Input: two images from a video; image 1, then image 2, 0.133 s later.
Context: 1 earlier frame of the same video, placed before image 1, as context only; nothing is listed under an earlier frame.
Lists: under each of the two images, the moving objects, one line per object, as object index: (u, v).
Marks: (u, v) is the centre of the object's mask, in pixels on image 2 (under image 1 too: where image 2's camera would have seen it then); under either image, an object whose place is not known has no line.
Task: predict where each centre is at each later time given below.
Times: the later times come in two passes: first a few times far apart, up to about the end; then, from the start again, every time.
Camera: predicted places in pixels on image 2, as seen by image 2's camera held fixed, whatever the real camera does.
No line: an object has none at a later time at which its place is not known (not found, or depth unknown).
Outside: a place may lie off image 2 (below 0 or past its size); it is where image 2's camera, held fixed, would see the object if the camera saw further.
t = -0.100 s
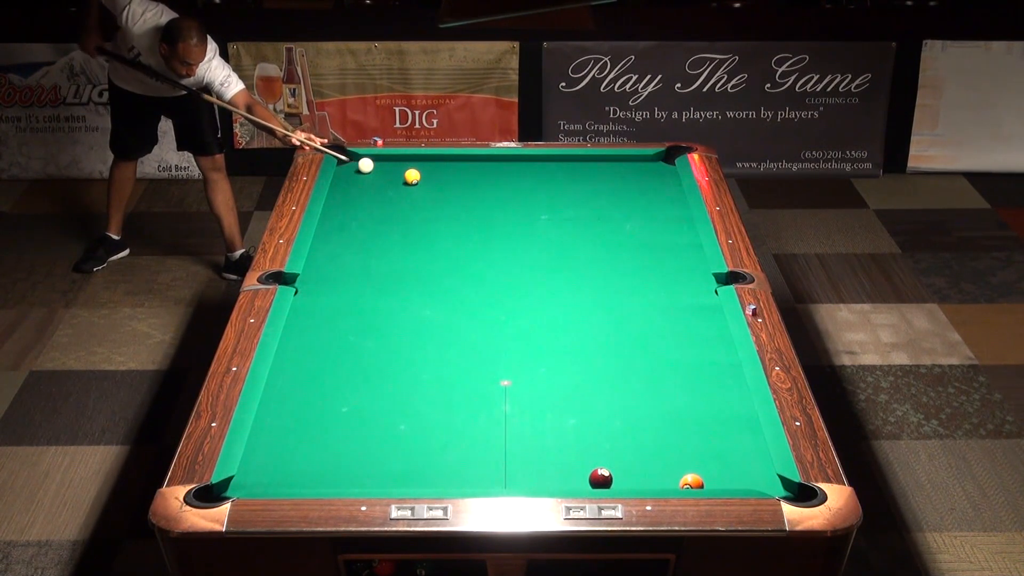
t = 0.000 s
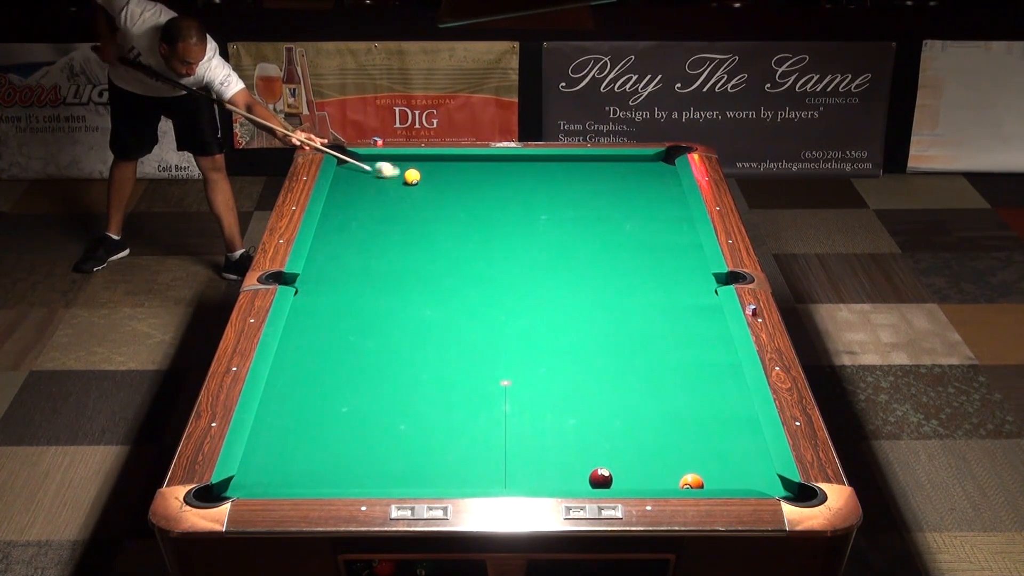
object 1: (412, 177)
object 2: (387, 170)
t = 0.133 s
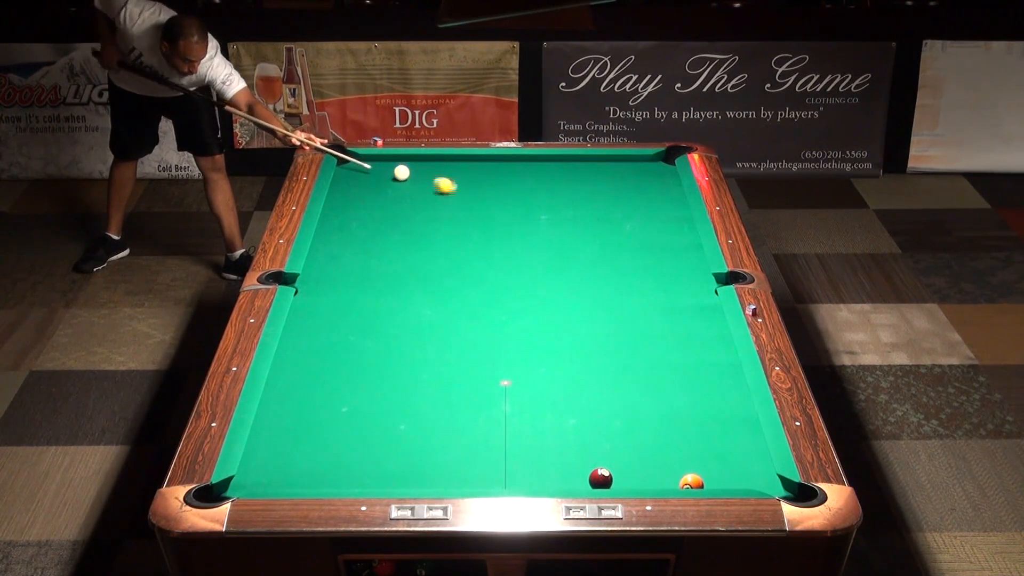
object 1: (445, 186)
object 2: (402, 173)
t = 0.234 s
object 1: (475, 194)
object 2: (402, 172)
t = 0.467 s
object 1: (541, 213)
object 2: (403, 170)
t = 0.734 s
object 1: (621, 235)
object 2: (403, 168)
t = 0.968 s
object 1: (695, 256)
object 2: (403, 166)
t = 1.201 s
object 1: (664, 270)
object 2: (403, 166)
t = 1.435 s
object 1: (634, 284)
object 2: (404, 165)
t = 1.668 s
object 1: (603, 298)
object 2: (404, 165)
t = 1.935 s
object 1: (567, 314)
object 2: (404, 166)
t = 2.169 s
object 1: (536, 329)
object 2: (404, 165)
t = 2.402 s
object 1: (504, 344)
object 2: (404, 165)
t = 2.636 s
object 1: (472, 359)
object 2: (404, 165)
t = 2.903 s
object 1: (435, 376)
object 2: (404, 165)
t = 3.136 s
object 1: (403, 392)
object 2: (404, 165)
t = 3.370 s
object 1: (370, 407)
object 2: (404, 165)
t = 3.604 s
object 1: (337, 423)
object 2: (404, 165)
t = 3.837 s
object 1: (304, 439)
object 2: (404, 165)
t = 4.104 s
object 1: (266, 457)
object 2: (404, 165)
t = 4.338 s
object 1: (257, 471)
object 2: (404, 165)
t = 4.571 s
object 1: (268, 479)
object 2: (404, 165)
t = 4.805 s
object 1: (278, 482)
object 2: (404, 165)
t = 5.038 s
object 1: (290, 479)
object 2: (404, 166)
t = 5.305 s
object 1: (301, 477)
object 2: (404, 166)
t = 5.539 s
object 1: (310, 474)
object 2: (404, 165)
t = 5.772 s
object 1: (317, 471)
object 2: (404, 166)
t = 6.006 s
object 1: (322, 469)
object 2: (404, 166)
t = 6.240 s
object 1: (326, 468)
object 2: (404, 166)
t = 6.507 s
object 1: (330, 467)
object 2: (404, 166)
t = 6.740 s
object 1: (331, 467)
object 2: (404, 166)
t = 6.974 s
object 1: (331, 467)
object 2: (404, 166)
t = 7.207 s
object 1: (331, 467)
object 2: (404, 166)
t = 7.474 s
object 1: (330, 468)
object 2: (404, 166)
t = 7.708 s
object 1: (330, 468)
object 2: (404, 166)
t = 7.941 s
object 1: (330, 468)
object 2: (404, 166)
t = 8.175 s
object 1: (330, 468)
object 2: (404, 165)
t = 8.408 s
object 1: (330, 467)
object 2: (404, 165)
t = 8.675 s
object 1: (330, 467)
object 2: (404, 165)
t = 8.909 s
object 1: (330, 468)
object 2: (404, 165)
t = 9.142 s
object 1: (330, 468)
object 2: (404, 166)
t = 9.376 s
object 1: (330, 468)
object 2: (404, 166)
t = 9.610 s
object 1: (330, 468)
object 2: (404, 165)
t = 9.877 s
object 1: (330, 468)
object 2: (404, 165)
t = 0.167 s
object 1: (455, 189)
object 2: (402, 172)
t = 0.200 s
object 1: (465, 191)
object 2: (402, 172)
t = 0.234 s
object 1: (475, 194)
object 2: (402, 172)
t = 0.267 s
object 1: (484, 197)
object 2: (402, 171)
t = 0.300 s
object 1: (493, 199)
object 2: (402, 171)
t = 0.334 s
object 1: (503, 202)
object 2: (402, 171)
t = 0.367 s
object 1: (512, 205)
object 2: (402, 171)
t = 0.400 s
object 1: (522, 207)
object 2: (402, 170)
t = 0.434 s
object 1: (531, 210)
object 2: (402, 170)
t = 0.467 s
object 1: (541, 213)
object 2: (403, 170)
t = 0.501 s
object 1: (551, 216)
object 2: (403, 169)
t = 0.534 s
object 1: (561, 218)
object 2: (403, 169)
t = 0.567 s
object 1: (571, 221)
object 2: (403, 169)
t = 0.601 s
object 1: (581, 224)
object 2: (403, 169)
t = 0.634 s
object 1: (591, 227)
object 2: (403, 168)
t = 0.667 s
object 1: (601, 230)
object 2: (403, 168)
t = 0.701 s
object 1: (611, 232)
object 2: (403, 168)
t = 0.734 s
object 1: (621, 235)
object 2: (403, 168)
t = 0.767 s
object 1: (632, 238)
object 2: (403, 168)
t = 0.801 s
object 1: (642, 241)
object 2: (403, 167)
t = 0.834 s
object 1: (653, 244)
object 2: (403, 167)
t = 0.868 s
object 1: (663, 247)
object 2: (403, 167)
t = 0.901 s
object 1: (673, 250)
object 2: (403, 167)
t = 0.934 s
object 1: (684, 253)
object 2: (403, 167)
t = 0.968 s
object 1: (695, 256)
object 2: (403, 166)
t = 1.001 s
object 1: (693, 259)
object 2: (403, 167)
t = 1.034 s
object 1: (687, 260)
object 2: (403, 166)
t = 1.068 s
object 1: (681, 262)
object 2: (403, 166)
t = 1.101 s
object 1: (677, 264)
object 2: (403, 166)
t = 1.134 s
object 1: (673, 266)
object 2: (403, 166)
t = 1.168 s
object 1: (668, 268)
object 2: (403, 166)
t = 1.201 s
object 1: (664, 270)
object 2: (403, 166)
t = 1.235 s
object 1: (660, 272)
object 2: (404, 166)
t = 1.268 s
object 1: (655, 274)
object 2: (404, 166)
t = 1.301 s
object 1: (651, 276)
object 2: (404, 165)
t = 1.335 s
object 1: (647, 278)
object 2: (404, 165)
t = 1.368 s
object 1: (642, 280)
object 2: (404, 165)
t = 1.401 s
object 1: (638, 282)
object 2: (404, 165)
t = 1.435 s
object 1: (634, 284)
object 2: (404, 165)
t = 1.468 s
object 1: (629, 286)
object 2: (404, 165)
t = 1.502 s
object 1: (625, 288)
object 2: (404, 165)
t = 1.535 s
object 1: (620, 290)
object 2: (404, 165)
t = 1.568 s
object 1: (616, 292)
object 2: (404, 165)
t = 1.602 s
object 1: (612, 294)
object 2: (404, 165)
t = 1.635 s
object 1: (607, 296)
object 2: (404, 165)
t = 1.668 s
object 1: (603, 298)
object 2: (404, 165)
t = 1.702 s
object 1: (598, 300)
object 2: (404, 165)
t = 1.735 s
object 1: (594, 302)
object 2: (404, 165)
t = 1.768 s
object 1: (590, 304)
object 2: (404, 165)
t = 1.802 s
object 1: (585, 306)
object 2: (404, 165)
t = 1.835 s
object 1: (581, 308)
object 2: (404, 165)
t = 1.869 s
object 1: (576, 310)
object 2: (404, 165)
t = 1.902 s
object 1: (572, 312)
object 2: (404, 165)
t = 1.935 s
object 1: (567, 314)
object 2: (404, 166)
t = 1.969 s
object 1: (563, 317)
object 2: (404, 166)
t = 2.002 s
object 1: (558, 319)
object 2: (404, 166)
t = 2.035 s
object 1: (554, 321)
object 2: (404, 165)
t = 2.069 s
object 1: (549, 323)
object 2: (404, 165)
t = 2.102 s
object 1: (545, 325)
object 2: (404, 165)
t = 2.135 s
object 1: (540, 327)
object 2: (404, 165)
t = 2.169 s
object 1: (536, 329)
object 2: (404, 165)
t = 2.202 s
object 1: (531, 331)
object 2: (404, 165)
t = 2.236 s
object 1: (527, 333)
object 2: (404, 165)
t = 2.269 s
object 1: (522, 336)
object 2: (404, 165)
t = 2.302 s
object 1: (518, 338)
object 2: (404, 165)
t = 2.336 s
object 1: (513, 340)
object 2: (404, 165)
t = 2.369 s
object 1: (508, 342)
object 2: (404, 165)
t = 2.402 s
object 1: (504, 344)
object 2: (404, 165)
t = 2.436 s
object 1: (499, 346)
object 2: (404, 165)
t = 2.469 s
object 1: (495, 348)
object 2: (404, 166)
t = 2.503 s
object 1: (490, 351)
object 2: (404, 165)
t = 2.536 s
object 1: (486, 353)
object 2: (404, 165)
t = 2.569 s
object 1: (481, 355)
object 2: (404, 165)
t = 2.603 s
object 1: (476, 357)
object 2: (404, 165)
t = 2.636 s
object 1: (472, 359)
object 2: (404, 165)
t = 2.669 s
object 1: (467, 362)
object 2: (404, 165)
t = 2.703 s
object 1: (462, 364)
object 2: (404, 166)
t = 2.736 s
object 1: (458, 366)
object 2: (404, 165)
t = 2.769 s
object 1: (453, 368)
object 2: (404, 165)
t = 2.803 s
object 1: (449, 370)
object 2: (404, 165)
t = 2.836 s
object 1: (444, 372)
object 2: (404, 165)
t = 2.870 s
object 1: (440, 374)
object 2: (404, 166)
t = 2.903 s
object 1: (435, 376)
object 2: (404, 165)
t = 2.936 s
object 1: (430, 379)
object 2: (404, 165)
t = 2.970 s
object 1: (426, 381)
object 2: (404, 165)
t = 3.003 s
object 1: (421, 383)
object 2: (404, 166)
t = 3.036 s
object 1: (416, 385)
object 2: (404, 165)
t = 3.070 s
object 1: (412, 388)
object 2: (404, 165)
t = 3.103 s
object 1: (407, 390)
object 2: (404, 165)
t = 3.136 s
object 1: (403, 392)
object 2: (404, 165)
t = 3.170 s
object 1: (398, 394)
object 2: (404, 165)
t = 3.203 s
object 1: (393, 396)
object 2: (404, 165)
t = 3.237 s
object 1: (389, 399)
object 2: (404, 165)
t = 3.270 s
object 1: (384, 400)
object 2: (404, 165)
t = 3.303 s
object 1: (380, 403)
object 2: (404, 165)
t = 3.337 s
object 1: (375, 405)
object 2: (404, 165)
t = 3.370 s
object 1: (370, 407)
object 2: (404, 165)
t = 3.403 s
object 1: (365, 410)
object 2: (404, 165)
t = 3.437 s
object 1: (361, 412)
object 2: (404, 165)
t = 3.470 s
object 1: (356, 414)
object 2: (404, 165)
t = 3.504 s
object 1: (351, 416)
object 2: (404, 165)
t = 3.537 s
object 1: (346, 419)
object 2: (404, 165)
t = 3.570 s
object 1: (342, 421)
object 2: (404, 165)
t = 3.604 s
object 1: (337, 423)
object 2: (404, 165)
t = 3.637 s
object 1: (333, 425)
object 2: (404, 165)
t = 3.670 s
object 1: (328, 427)
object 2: (404, 165)
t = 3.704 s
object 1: (323, 430)
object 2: (404, 165)
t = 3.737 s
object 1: (318, 432)
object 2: (404, 165)
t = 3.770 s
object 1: (313, 434)
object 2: (404, 165)
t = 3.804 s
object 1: (309, 437)
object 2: (404, 165)
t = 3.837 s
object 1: (304, 439)
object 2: (404, 165)
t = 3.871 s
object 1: (299, 441)
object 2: (404, 165)
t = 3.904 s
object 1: (295, 444)
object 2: (404, 165)
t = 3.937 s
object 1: (290, 446)
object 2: (404, 165)
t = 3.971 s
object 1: (286, 448)
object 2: (404, 165)
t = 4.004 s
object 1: (281, 450)
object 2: (404, 165)
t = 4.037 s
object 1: (276, 452)
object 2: (404, 165)
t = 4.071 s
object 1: (271, 455)
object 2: (404, 165)
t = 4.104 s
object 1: (266, 457)
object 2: (404, 165)
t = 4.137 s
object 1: (262, 459)
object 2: (404, 165)
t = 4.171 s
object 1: (257, 462)
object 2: (404, 165)
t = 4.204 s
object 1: (253, 464)
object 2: (404, 165)
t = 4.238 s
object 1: (252, 466)
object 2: (404, 165)
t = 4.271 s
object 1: (254, 467)
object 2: (404, 165)
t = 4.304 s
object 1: (255, 469)
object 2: (404, 165)
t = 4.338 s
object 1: (257, 471)
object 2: (404, 165)
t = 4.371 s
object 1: (258, 472)
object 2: (404, 165)
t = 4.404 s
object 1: (260, 473)
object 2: (404, 165)
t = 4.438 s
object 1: (261, 475)
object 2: (404, 166)
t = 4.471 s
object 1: (263, 476)
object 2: (404, 166)
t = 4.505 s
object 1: (264, 477)
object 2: (404, 165)
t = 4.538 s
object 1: (266, 478)
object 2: (404, 166)
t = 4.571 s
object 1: (268, 479)
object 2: (404, 165)
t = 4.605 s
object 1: (269, 480)
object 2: (404, 165)
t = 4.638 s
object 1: (270, 481)
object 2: (404, 166)
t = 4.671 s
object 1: (272, 482)
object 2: (404, 166)
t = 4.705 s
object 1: (274, 482)
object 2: (404, 166)
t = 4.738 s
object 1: (275, 483)
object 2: (404, 166)
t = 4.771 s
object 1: (277, 483)
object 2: (404, 166)
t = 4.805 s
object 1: (278, 482)
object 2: (404, 165)
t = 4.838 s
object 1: (280, 482)
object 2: (404, 166)
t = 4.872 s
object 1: (282, 482)
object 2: (404, 165)
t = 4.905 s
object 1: (284, 481)
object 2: (404, 165)
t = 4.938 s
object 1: (285, 481)
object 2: (404, 166)
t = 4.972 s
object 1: (287, 480)
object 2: (404, 166)
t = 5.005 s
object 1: (289, 480)
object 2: (404, 166)
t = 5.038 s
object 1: (290, 479)
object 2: (404, 166)
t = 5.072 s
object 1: (291, 479)
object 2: (404, 166)
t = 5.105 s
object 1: (293, 479)
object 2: (404, 165)
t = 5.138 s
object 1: (294, 478)
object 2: (404, 165)
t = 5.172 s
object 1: (296, 478)
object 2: (404, 166)
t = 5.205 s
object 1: (297, 477)
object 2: (404, 165)
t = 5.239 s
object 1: (298, 477)
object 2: (404, 166)
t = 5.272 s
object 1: (300, 477)
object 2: (404, 166)
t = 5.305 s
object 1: (301, 477)
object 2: (404, 166)
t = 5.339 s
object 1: (302, 476)
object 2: (404, 166)
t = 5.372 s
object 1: (303, 476)
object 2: (404, 166)
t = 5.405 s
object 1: (305, 475)
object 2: (404, 165)
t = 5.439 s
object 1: (306, 475)
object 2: (404, 166)
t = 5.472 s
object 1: (307, 474)
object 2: (404, 165)
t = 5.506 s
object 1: (308, 474)
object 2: (404, 166)
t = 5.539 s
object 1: (310, 474)
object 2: (404, 165)
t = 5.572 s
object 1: (311, 473)
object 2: (404, 166)
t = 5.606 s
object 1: (312, 473)
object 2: (404, 166)
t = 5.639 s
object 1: (313, 472)
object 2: (404, 166)
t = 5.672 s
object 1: (314, 472)
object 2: (404, 166)
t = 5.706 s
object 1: (315, 471)
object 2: (404, 165)
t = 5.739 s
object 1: (316, 471)
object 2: (404, 166)
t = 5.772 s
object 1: (317, 471)
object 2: (404, 166)
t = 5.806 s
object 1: (317, 470)
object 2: (404, 166)
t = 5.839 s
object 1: (318, 470)
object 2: (404, 166)
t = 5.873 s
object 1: (319, 470)
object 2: (404, 166)
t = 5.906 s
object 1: (320, 470)
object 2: (404, 165)
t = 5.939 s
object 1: (321, 469)
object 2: (404, 166)
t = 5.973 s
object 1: (321, 469)
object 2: (404, 166)
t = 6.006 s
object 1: (322, 469)
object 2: (404, 166)
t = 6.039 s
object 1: (323, 468)
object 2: (404, 166)
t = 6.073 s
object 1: (323, 468)
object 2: (404, 166)
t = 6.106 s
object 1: (324, 468)
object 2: (404, 165)
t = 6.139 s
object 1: (325, 468)
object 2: (404, 166)
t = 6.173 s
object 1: (325, 468)
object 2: (404, 166)
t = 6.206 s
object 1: (326, 468)
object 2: (404, 165)
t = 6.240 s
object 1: (326, 468)
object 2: (404, 166)
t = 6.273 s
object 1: (327, 468)
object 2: (404, 166)
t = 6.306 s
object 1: (327, 468)
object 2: (404, 166)
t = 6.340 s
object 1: (328, 468)
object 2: (404, 165)
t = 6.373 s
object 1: (328, 467)
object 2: (404, 166)
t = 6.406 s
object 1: (329, 467)
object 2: (404, 166)
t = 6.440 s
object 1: (329, 467)
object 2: (404, 165)
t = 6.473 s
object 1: (329, 467)
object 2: (404, 166)
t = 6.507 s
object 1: (330, 467)
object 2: (404, 166)
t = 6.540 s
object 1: (330, 467)
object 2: (404, 165)
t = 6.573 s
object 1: (330, 467)
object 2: (404, 166)
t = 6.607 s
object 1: (330, 467)
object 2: (404, 166)
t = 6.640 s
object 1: (331, 467)
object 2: (404, 165)
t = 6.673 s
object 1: (331, 467)
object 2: (404, 166)
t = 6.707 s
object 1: (331, 467)
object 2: (404, 166)
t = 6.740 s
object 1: (331, 467)
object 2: (404, 166)
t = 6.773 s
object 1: (331, 467)
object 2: (404, 166)
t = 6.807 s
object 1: (331, 467)
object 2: (404, 166)
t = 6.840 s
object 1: (331, 467)
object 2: (404, 166)
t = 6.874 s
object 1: (331, 467)
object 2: (404, 165)
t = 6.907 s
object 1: (331, 467)
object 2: (404, 166)
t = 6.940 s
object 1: (331, 467)
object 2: (404, 165)
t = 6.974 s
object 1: (331, 467)
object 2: (404, 166)
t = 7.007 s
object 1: (331, 467)
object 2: (404, 166)
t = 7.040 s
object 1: (331, 467)
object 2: (404, 166)
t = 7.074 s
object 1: (331, 467)
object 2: (404, 166)
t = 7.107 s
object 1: (331, 467)
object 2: (404, 165)
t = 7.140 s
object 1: (331, 467)
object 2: (404, 166)
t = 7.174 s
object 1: (331, 467)
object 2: (404, 166)
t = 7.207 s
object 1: (331, 467)
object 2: (404, 166)
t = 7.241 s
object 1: (331, 467)
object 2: (404, 166)
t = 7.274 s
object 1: (331, 467)
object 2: (404, 166)
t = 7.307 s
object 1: (330, 468)
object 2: (404, 166)
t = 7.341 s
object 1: (330, 468)
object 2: (404, 166)
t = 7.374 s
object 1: (330, 468)
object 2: (404, 165)
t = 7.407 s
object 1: (330, 468)
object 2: (404, 166)
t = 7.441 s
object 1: (330, 468)
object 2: (404, 166)
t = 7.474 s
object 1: (330, 468)
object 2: (404, 166)
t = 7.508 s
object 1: (330, 467)
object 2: (404, 166)
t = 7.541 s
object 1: (330, 467)
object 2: (404, 165)
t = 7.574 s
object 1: (331, 467)
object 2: (404, 165)
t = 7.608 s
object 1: (330, 468)
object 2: (404, 166)
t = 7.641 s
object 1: (330, 468)
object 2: (404, 166)
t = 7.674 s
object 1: (330, 468)
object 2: (404, 166)
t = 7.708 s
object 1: (330, 468)
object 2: (404, 166)
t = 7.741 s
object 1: (330, 468)
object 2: (404, 166)
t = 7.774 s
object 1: (330, 468)
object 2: (404, 166)
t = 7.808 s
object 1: (330, 468)
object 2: (404, 165)
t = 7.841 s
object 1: (330, 468)
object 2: (404, 165)
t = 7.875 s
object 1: (330, 468)
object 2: (404, 166)
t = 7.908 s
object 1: (330, 468)
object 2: (404, 166)
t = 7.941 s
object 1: (330, 468)
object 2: (404, 166)
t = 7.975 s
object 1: (330, 467)
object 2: (404, 166)
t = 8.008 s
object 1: (330, 467)
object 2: (404, 166)
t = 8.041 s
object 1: (330, 467)
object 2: (404, 165)
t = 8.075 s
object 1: (330, 468)
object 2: (404, 165)
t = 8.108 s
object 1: (330, 468)
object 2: (404, 166)
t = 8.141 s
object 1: (330, 468)
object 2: (404, 165)
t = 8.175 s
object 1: (330, 468)
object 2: (404, 165)
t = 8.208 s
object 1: (330, 468)
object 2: (404, 166)
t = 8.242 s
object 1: (330, 468)
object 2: (404, 166)
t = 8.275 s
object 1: (330, 468)
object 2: (404, 166)
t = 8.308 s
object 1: (330, 467)
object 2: (404, 166)
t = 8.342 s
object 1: (330, 467)
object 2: (404, 166)
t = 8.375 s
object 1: (330, 467)
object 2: (404, 165)
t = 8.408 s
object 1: (330, 467)
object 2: (404, 165)
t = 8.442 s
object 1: (330, 467)
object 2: (404, 166)
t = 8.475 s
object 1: (330, 467)
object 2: (404, 166)
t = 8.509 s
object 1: (330, 467)
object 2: (404, 166)
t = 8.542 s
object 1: (330, 468)
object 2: (404, 166)
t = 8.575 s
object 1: (330, 468)
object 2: (404, 166)
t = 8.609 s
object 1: (330, 468)
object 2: (404, 166)
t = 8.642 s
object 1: (330, 468)
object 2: (404, 165)
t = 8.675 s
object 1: (330, 467)
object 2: (404, 165)
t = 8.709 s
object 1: (330, 468)
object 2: (404, 166)
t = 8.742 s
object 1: (330, 467)
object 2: (404, 166)
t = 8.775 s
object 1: (330, 467)
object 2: (404, 166)
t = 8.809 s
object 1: (330, 467)
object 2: (404, 166)
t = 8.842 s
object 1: (330, 467)
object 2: (404, 166)
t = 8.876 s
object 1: (330, 468)
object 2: (404, 165)
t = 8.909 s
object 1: (330, 468)
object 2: (404, 165)
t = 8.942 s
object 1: (330, 468)
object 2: (404, 165)
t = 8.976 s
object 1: (330, 468)
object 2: (404, 165)
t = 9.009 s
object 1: (330, 468)
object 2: (404, 166)
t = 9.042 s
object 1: (330, 468)
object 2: (404, 165)
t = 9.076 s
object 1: (330, 468)
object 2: (404, 166)
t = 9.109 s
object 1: (330, 468)
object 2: (404, 166)
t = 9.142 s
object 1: (330, 468)
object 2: (404, 166)
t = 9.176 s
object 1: (330, 468)
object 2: (404, 166)
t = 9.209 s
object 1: (330, 468)
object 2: (404, 165)
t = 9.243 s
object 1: (330, 468)
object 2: (404, 166)
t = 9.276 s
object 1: (330, 468)
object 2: (404, 165)
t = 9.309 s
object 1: (330, 468)
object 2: (404, 166)
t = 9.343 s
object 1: (330, 468)
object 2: (404, 165)
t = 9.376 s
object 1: (330, 468)
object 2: (404, 166)
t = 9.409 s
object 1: (330, 468)
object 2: (404, 166)
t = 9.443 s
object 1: (330, 468)
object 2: (404, 166)
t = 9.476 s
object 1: (330, 468)
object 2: (404, 166)
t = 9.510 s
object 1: (330, 468)
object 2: (404, 165)
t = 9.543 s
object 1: (330, 468)
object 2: (404, 166)
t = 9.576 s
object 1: (330, 468)
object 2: (404, 166)
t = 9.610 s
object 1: (330, 468)
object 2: (404, 165)
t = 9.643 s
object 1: (330, 468)
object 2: (404, 166)
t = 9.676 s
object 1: (330, 468)
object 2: (404, 165)
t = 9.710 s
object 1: (330, 468)
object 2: (404, 166)
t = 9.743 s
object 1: (330, 468)
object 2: (404, 166)
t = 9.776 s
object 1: (330, 468)
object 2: (404, 165)
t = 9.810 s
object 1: (330, 468)
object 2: (404, 166)
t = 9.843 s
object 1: (330, 468)
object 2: (404, 166)
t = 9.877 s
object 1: (330, 468)
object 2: (404, 165)
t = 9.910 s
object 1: (330, 468)
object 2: (404, 166)
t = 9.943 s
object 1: (330, 468)
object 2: (404, 165)
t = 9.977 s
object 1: (330, 468)
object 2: (404, 165)
